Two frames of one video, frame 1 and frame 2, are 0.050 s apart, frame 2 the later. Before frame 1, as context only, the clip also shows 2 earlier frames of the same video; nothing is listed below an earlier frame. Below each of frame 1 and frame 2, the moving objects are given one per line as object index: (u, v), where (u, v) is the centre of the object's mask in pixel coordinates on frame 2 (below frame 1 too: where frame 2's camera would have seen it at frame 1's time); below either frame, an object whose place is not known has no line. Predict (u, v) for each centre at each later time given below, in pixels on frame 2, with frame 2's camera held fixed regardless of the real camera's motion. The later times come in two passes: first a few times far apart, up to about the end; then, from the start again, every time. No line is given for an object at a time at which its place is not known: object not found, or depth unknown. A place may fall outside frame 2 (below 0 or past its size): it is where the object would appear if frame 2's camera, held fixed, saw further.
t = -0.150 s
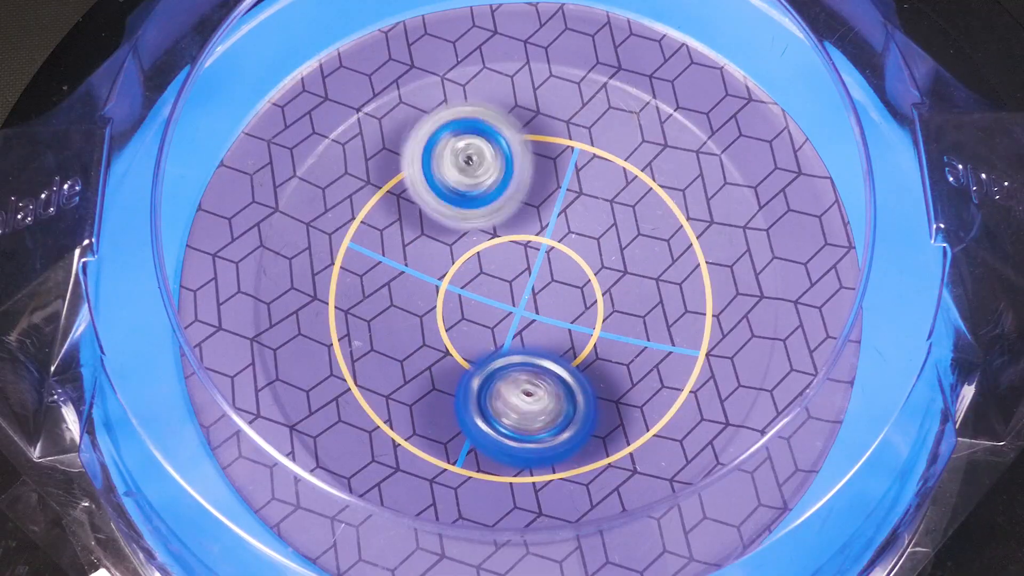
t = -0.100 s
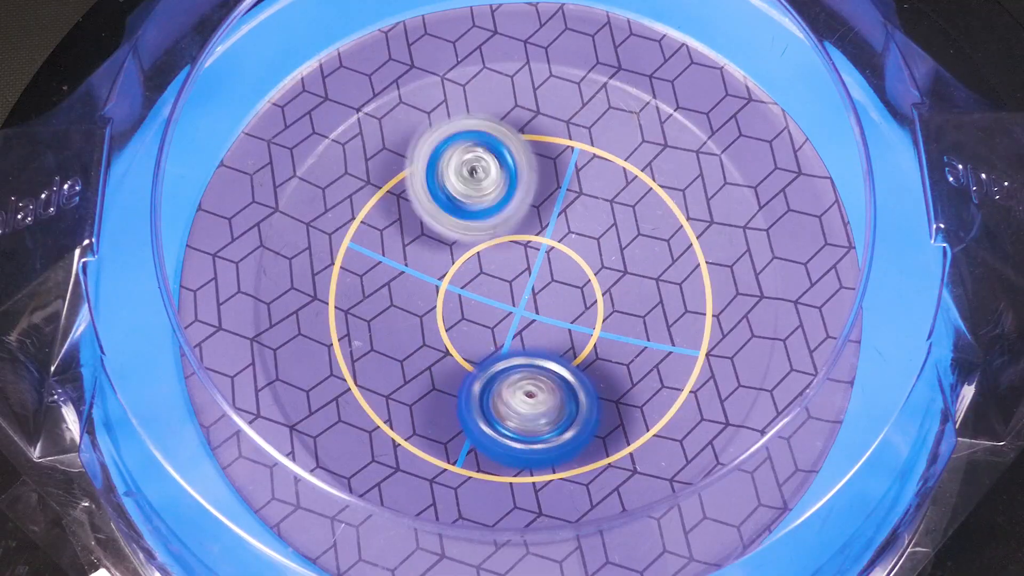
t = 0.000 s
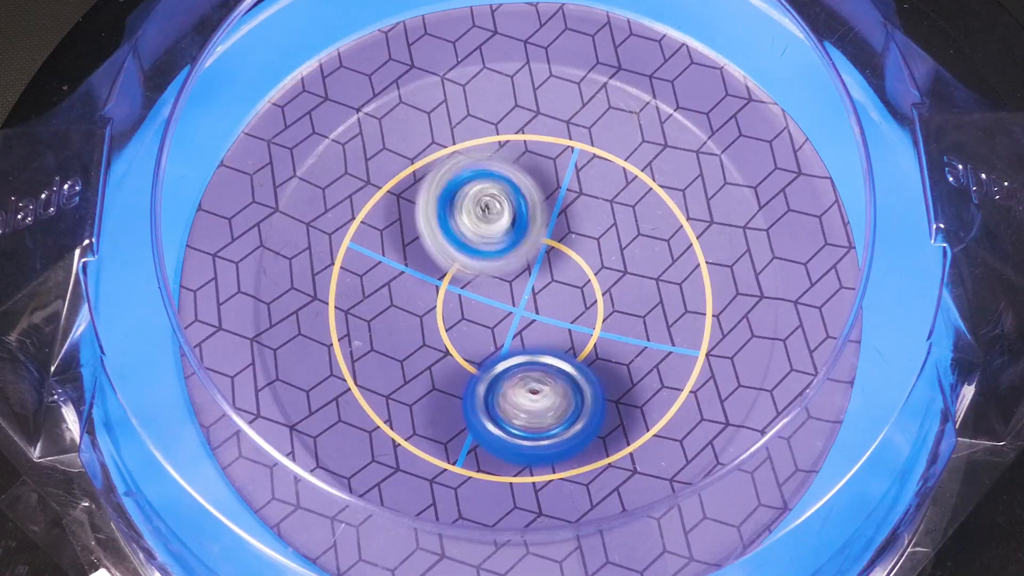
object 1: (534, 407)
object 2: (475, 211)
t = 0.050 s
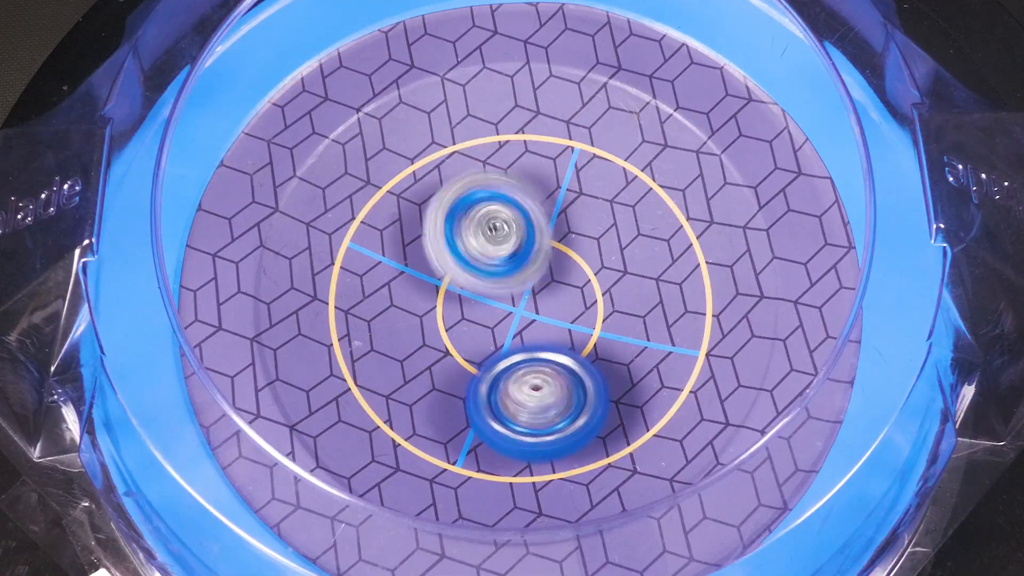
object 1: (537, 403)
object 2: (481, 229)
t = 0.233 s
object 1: (587, 422)
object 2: (469, 241)
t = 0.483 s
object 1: (621, 399)
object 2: (518, 267)
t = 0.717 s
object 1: (861, 411)
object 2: (337, 221)
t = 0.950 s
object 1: (762, 317)
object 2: (309, 199)
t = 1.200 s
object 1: (624, 304)
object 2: (432, 211)
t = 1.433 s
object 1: (568, 256)
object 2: (376, 172)
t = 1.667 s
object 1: (534, 221)
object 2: (391, 261)
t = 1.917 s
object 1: (538, 225)
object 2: (449, 301)
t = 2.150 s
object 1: (550, 228)
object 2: (471, 311)
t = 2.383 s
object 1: (553, 229)
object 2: (475, 300)
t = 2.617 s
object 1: (559, 212)
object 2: (476, 316)
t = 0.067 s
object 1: (538, 402)
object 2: (484, 237)
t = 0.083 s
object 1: (539, 400)
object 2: (484, 245)
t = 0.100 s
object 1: (540, 398)
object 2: (487, 248)
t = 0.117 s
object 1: (541, 396)
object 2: (489, 255)
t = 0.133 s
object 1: (542, 394)
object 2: (489, 260)
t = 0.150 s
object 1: (544, 393)
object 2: (493, 266)
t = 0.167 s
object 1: (554, 401)
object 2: (489, 262)
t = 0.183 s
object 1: (565, 410)
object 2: (483, 254)
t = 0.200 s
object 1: (575, 416)
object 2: (475, 251)
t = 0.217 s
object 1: (582, 420)
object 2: (472, 244)
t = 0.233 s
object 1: (587, 422)
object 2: (469, 241)
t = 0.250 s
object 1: (590, 421)
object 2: (467, 239)
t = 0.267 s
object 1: (593, 422)
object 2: (468, 236)
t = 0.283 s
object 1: (597, 421)
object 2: (465, 237)
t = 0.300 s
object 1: (599, 420)
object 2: (470, 238)
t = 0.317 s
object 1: (602, 419)
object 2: (470, 242)
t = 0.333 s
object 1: (604, 419)
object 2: (477, 244)
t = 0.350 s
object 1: (607, 417)
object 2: (479, 247)
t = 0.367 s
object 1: (609, 416)
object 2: (487, 248)
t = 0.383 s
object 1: (611, 414)
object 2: (489, 252)
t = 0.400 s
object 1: (613, 412)
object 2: (496, 254)
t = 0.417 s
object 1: (615, 409)
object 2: (500, 257)
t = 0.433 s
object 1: (616, 407)
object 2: (504, 258)
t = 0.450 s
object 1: (618, 404)
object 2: (508, 263)
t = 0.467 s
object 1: (620, 402)
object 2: (512, 265)
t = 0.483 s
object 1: (621, 399)
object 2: (518, 267)
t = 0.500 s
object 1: (622, 396)
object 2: (520, 269)
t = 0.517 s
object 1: (624, 392)
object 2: (526, 273)
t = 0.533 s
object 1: (625, 389)
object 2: (528, 275)
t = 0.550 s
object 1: (626, 385)
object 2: (534, 276)
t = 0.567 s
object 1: (627, 381)
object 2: (536, 280)
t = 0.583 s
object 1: (651, 378)
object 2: (534, 280)
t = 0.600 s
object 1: (693, 386)
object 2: (501, 272)
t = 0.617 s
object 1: (729, 392)
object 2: (476, 259)
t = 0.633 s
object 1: (768, 399)
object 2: (452, 248)
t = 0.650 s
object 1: (803, 408)
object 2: (421, 243)
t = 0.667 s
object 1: (830, 412)
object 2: (401, 238)
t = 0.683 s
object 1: (864, 414)
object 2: (374, 233)
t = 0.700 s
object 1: (873, 418)
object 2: (346, 228)
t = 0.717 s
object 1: (861, 411)
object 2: (337, 221)
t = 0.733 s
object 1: (840, 401)
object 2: (321, 215)
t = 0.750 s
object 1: (832, 397)
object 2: (305, 211)
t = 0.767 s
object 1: (814, 387)
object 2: (301, 211)
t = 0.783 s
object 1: (805, 380)
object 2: (294, 209)
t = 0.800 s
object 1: (798, 366)
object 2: (293, 205)
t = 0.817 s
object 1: (789, 358)
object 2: (293, 203)
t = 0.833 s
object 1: (785, 347)
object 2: (287, 202)
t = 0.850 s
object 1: (775, 337)
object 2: (292, 202)
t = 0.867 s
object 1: (774, 331)
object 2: (293, 201)
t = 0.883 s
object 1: (772, 327)
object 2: (295, 200)
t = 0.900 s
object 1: (771, 324)
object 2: (293, 198)
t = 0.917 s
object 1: (770, 321)
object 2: (299, 198)
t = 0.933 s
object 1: (768, 319)
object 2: (303, 199)
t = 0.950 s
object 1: (762, 317)
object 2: (309, 199)
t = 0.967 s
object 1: (757, 317)
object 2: (314, 200)
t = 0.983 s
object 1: (753, 316)
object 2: (320, 200)
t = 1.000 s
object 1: (747, 317)
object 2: (327, 199)
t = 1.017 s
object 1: (742, 317)
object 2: (334, 201)
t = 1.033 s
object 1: (737, 316)
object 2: (342, 199)
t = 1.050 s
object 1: (731, 315)
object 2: (345, 201)
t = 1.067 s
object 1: (724, 315)
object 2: (355, 202)
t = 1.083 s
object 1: (717, 314)
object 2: (367, 201)
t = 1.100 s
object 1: (709, 313)
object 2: (369, 203)
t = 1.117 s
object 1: (697, 312)
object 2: (381, 206)
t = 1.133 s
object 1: (686, 311)
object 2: (392, 204)
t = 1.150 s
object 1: (672, 310)
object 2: (397, 206)
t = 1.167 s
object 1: (656, 307)
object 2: (411, 210)
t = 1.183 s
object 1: (641, 305)
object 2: (424, 208)
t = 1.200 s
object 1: (624, 304)
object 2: (432, 211)
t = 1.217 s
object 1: (604, 300)
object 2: (448, 213)
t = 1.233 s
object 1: (586, 295)
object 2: (465, 211)
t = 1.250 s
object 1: (571, 293)
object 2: (467, 211)
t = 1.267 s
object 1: (573, 291)
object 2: (455, 214)
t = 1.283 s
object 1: (581, 290)
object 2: (437, 205)
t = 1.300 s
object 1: (584, 285)
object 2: (424, 195)
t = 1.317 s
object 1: (587, 283)
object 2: (411, 190)
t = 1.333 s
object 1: (588, 278)
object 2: (403, 183)
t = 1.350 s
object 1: (586, 273)
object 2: (392, 182)
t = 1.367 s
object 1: (585, 268)
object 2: (384, 180)
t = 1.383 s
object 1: (582, 264)
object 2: (378, 177)
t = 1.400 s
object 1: (578, 261)
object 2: (376, 175)
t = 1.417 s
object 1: (573, 258)
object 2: (376, 172)
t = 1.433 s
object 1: (568, 256)
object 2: (376, 172)
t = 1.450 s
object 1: (563, 253)
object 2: (377, 173)
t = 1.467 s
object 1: (558, 251)
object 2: (378, 176)
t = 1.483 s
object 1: (552, 248)
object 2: (384, 175)
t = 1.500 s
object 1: (545, 246)
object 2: (388, 178)
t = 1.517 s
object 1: (539, 243)
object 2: (395, 182)
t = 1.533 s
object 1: (533, 241)
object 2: (400, 180)
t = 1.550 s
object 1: (525, 238)
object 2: (401, 183)
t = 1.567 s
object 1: (521, 234)
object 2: (400, 187)
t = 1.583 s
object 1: (526, 229)
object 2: (403, 201)
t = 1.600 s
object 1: (530, 225)
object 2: (401, 211)
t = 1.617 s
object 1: (532, 223)
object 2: (400, 227)
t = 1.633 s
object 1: (534, 222)
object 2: (397, 240)
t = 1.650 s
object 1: (534, 221)
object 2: (393, 249)
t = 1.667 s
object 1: (534, 221)
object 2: (391, 261)
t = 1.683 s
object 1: (535, 221)
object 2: (388, 269)
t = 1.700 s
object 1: (535, 221)
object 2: (388, 279)
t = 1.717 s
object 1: (535, 221)
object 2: (389, 286)
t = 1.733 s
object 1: (535, 223)
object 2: (390, 293)
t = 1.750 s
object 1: (535, 223)
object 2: (394, 299)
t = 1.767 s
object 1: (535, 224)
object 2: (398, 303)
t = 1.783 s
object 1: (537, 225)
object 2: (402, 307)
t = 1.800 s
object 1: (537, 225)
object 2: (407, 309)
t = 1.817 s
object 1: (537, 226)
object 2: (413, 310)
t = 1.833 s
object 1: (537, 227)
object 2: (420, 310)
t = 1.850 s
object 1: (536, 228)
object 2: (427, 309)
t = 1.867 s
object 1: (537, 229)
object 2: (435, 308)
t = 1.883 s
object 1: (539, 226)
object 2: (440, 306)
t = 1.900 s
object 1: (539, 225)
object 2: (444, 304)
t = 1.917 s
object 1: (538, 225)
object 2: (449, 301)
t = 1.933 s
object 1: (538, 227)
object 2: (453, 297)
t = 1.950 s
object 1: (539, 228)
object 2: (453, 295)
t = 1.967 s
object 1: (541, 230)
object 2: (455, 294)
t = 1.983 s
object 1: (542, 231)
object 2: (458, 294)
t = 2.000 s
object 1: (544, 230)
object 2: (462, 295)
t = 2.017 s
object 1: (545, 230)
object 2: (465, 297)
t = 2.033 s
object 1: (545, 230)
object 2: (468, 298)
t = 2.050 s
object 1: (545, 231)
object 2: (470, 300)
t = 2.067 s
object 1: (545, 231)
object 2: (472, 301)
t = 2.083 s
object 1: (545, 232)
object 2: (472, 303)
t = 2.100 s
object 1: (546, 231)
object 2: (472, 304)
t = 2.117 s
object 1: (547, 231)
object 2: (472, 306)
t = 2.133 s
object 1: (549, 229)
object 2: (470, 309)
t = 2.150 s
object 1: (550, 228)
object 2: (471, 311)
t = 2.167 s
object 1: (551, 228)
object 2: (472, 312)
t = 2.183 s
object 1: (552, 228)
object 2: (472, 312)
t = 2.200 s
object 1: (553, 229)
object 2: (472, 312)
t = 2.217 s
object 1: (553, 229)
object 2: (472, 312)
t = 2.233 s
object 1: (554, 230)
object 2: (473, 311)
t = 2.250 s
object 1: (554, 231)
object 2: (474, 309)
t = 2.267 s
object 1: (554, 231)
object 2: (475, 307)
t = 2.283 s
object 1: (555, 231)
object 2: (475, 304)
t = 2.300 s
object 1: (555, 232)
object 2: (475, 303)
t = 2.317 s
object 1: (555, 232)
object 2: (474, 300)
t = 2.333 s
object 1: (555, 232)
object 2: (475, 300)
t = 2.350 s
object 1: (555, 232)
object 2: (475, 299)
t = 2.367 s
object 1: (554, 231)
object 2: (476, 298)
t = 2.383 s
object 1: (553, 229)
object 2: (475, 300)
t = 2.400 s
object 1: (554, 226)
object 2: (475, 300)
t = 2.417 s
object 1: (556, 224)
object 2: (475, 300)
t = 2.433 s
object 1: (557, 223)
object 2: (476, 301)
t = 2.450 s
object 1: (557, 222)
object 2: (476, 302)
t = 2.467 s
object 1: (558, 222)
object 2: (477, 302)
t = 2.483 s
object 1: (558, 222)
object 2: (478, 303)
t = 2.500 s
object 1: (558, 219)
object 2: (478, 307)
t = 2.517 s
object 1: (559, 216)
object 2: (477, 311)
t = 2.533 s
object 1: (559, 214)
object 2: (477, 314)
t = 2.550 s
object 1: (560, 213)
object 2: (477, 315)
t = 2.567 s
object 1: (560, 213)
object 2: (477, 316)
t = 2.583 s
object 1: (559, 213)
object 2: (477, 315)
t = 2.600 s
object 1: (558, 213)
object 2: (476, 316)
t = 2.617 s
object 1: (559, 212)
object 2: (476, 316)
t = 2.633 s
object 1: (559, 213)
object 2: (476, 316)
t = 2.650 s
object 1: (559, 214)
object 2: (477, 315)
